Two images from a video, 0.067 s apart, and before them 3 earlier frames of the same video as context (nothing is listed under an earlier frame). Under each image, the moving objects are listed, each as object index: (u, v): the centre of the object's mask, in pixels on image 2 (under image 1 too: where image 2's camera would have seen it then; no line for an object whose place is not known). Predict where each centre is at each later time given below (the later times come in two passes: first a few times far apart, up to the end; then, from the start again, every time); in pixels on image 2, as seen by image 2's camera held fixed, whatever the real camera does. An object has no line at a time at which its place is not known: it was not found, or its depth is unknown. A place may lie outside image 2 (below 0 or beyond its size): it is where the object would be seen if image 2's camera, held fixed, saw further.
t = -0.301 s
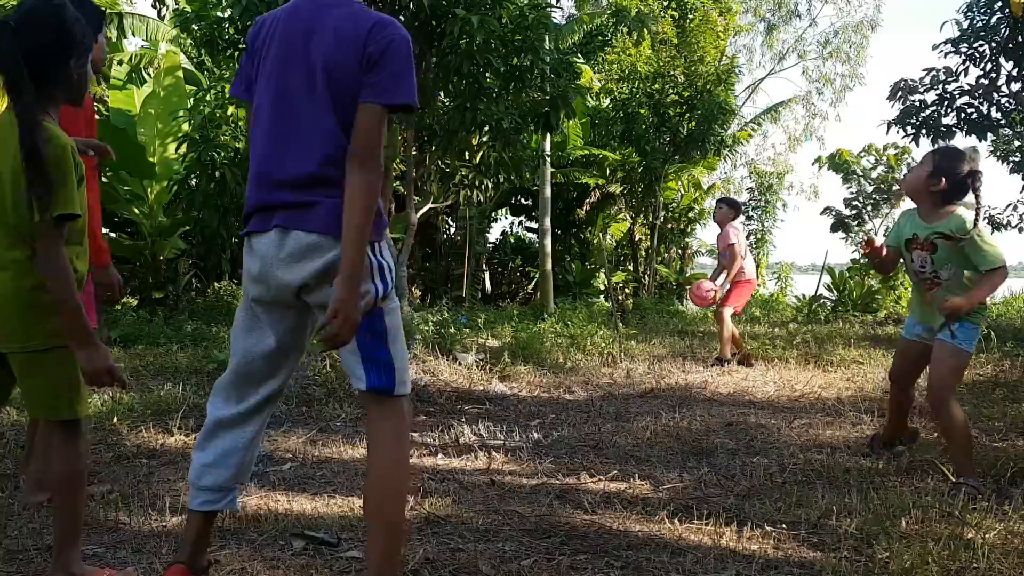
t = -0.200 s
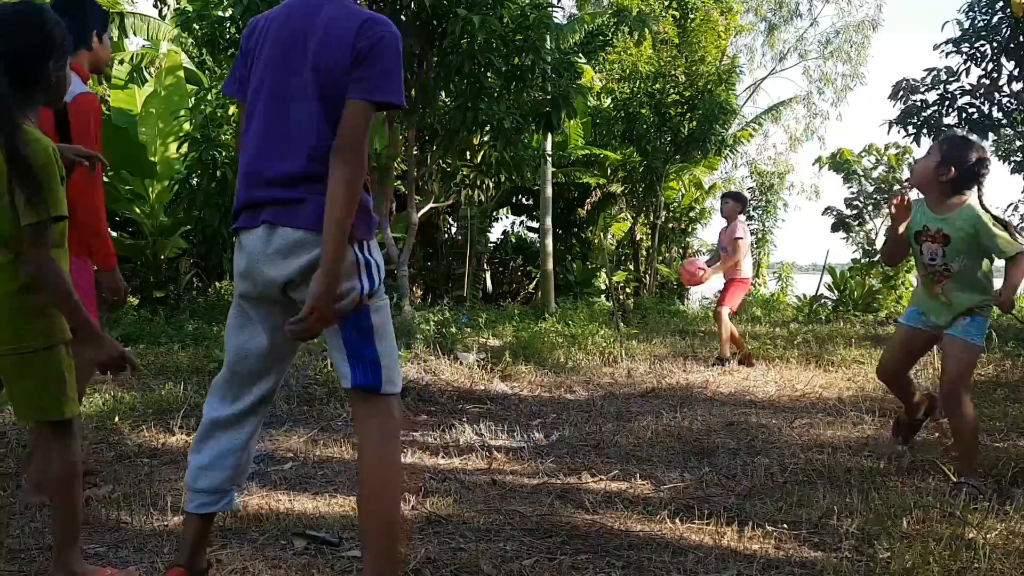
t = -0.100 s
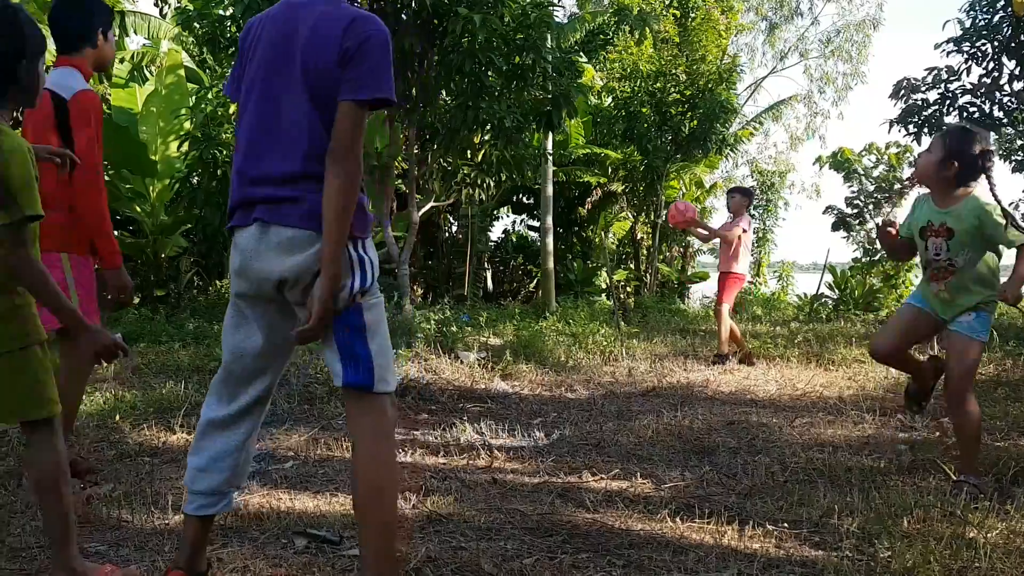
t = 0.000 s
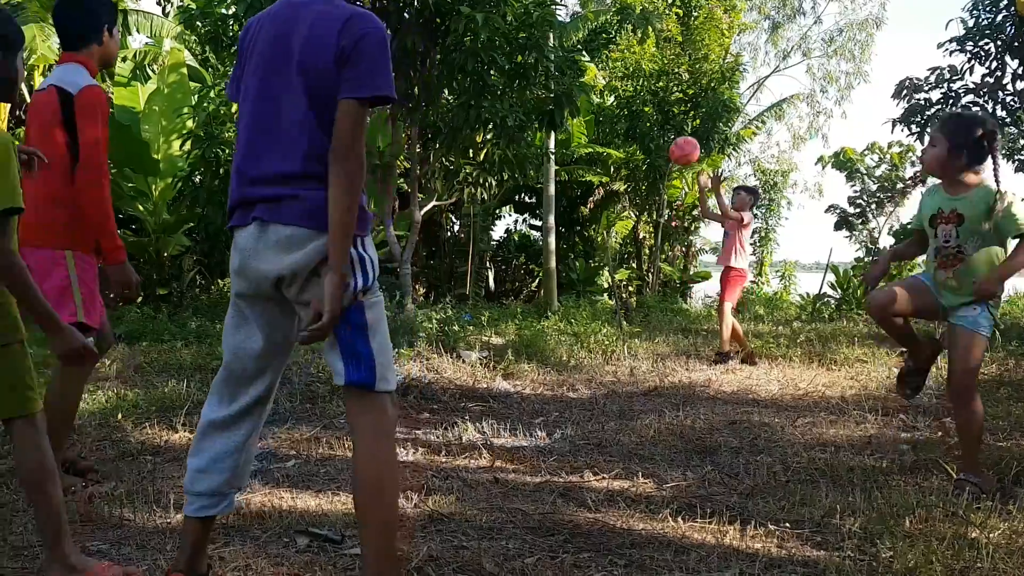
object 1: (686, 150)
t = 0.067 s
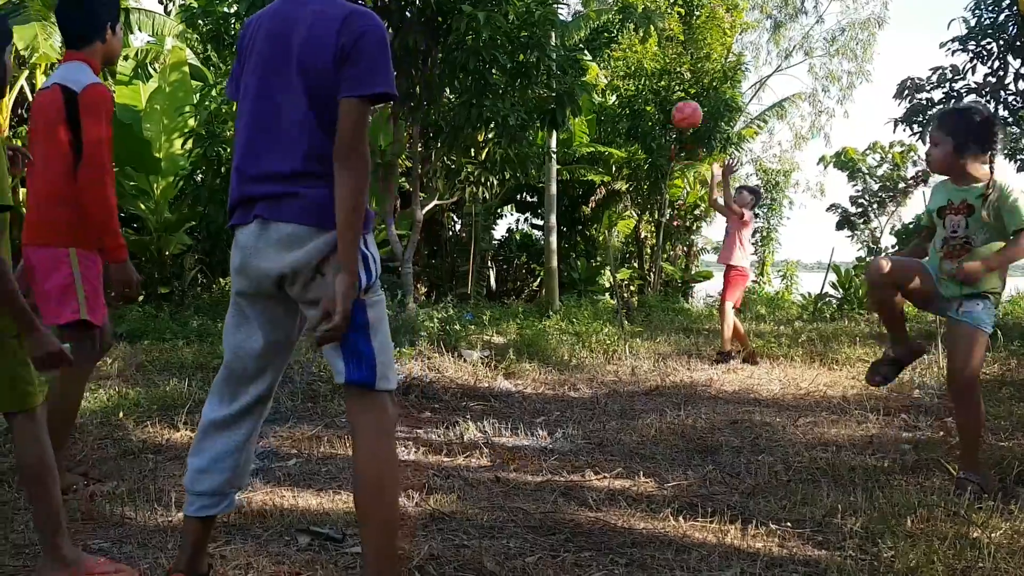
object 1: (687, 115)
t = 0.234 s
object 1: (688, 51)
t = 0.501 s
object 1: (685, 29)
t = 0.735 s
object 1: (680, 90)
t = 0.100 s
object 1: (687, 100)
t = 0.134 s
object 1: (687, 85)
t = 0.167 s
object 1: (688, 73)
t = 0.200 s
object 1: (687, 61)
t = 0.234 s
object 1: (688, 51)
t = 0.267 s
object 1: (688, 43)
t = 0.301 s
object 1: (687, 37)
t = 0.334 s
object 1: (687, 32)
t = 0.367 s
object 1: (687, 28)
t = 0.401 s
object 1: (686, 27)
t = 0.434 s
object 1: (686, 27)
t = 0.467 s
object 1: (686, 27)
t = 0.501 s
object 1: (685, 29)
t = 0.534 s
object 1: (684, 33)
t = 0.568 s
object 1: (684, 39)
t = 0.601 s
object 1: (683, 46)
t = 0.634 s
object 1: (682, 55)
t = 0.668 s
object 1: (682, 65)
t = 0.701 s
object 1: (681, 77)
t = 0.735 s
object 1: (680, 90)
